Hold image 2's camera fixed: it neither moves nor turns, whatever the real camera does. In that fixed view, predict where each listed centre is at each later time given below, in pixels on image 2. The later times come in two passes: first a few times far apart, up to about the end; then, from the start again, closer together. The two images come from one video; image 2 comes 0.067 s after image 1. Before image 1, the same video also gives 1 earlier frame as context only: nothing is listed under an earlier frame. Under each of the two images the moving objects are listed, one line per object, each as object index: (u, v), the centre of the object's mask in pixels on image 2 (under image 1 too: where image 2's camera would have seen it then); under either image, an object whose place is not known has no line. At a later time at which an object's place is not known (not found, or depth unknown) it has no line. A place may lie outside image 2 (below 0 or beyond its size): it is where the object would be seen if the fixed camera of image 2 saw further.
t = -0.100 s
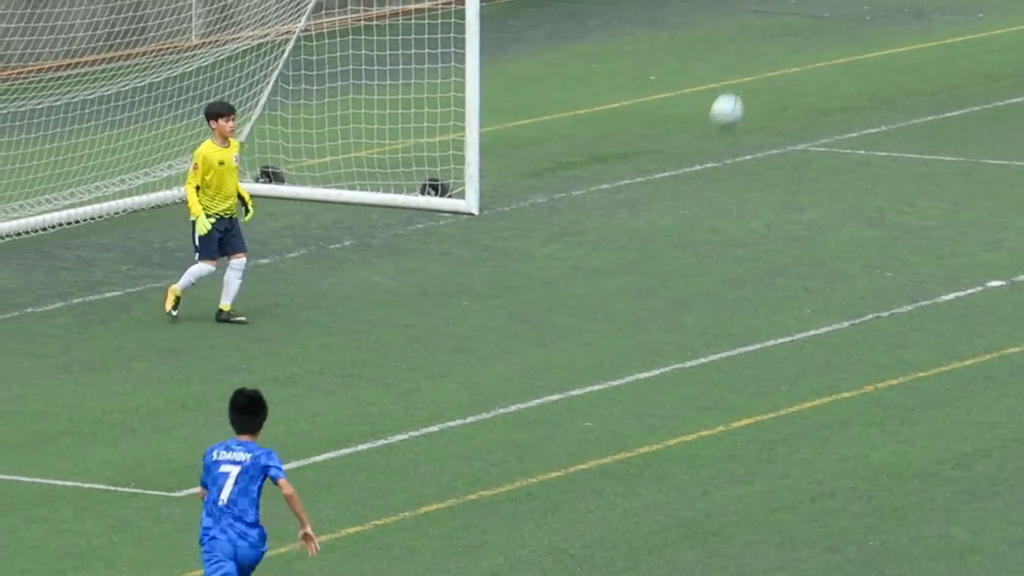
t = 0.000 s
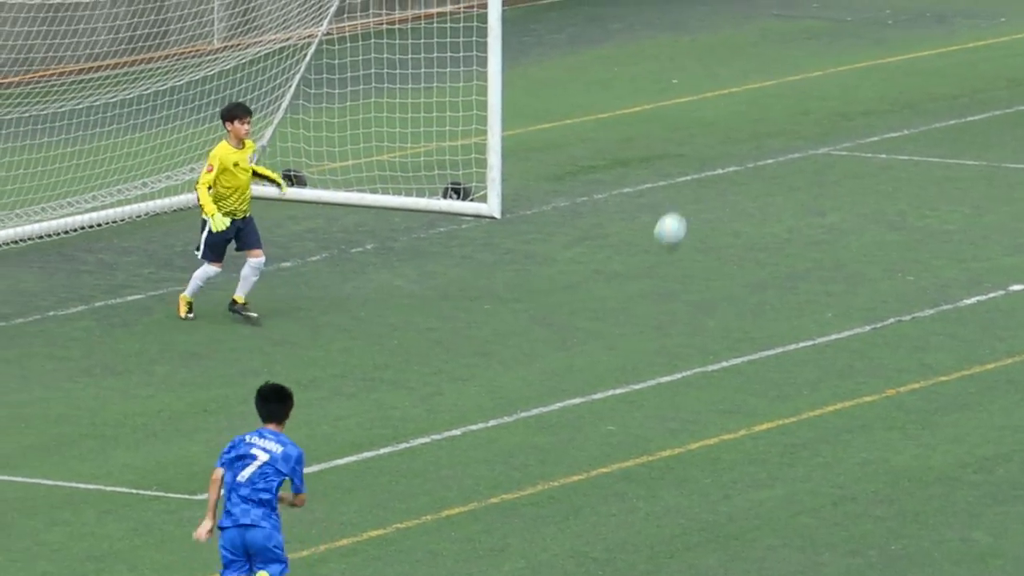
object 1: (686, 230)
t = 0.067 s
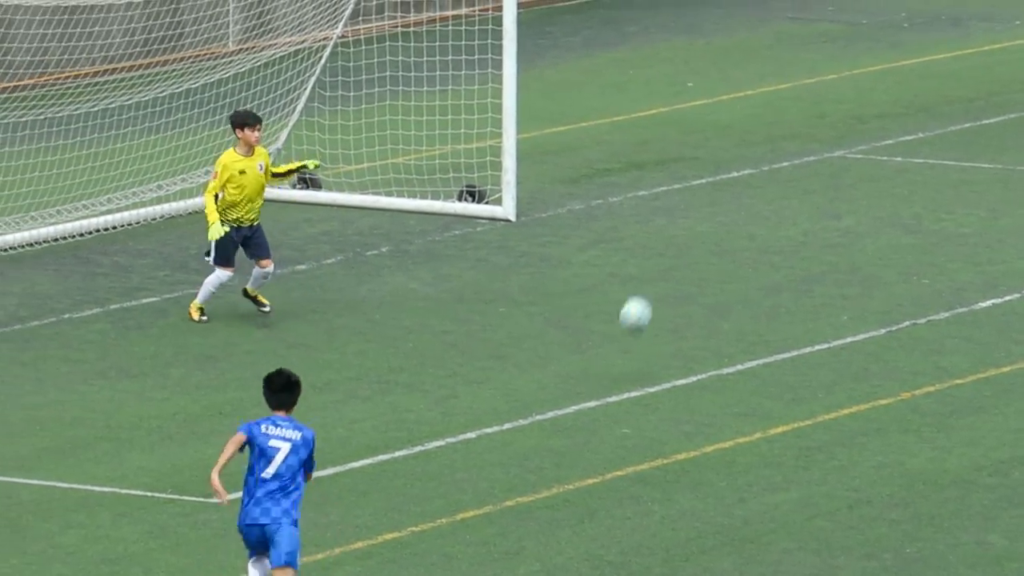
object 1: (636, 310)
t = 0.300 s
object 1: (609, 182)
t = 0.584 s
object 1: (617, 14)
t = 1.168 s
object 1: (633, 29)
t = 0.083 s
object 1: (624, 329)
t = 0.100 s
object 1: (612, 352)
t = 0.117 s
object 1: (605, 358)
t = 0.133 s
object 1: (605, 339)
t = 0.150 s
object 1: (605, 322)
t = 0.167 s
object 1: (606, 304)
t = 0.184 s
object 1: (606, 288)
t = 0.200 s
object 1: (606, 271)
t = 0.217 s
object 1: (607, 255)
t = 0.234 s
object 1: (607, 240)
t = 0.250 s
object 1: (607, 225)
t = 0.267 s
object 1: (607, 210)
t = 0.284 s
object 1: (608, 196)
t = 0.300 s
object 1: (609, 182)
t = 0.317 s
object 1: (609, 169)
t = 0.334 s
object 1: (610, 156)
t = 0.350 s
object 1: (610, 143)
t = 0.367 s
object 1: (610, 131)
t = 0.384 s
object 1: (611, 120)
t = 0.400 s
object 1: (611, 109)
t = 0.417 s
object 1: (612, 98)
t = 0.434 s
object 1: (612, 87)
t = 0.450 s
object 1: (613, 78)
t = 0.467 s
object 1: (613, 69)
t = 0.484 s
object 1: (614, 60)
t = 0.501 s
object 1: (614, 51)
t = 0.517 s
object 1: (614, 43)
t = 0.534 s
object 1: (615, 35)
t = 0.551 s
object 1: (616, 27)
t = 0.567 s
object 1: (616, 20)
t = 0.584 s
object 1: (617, 14)
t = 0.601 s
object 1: (617, 7)
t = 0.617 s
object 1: (617, 1)
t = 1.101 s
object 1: (630, 3)
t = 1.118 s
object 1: (631, 9)
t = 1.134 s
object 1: (632, 15)
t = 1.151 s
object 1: (632, 21)
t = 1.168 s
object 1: (633, 29)
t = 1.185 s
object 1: (633, 36)
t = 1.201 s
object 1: (634, 43)
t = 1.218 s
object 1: (634, 51)
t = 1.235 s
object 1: (635, 60)
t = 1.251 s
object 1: (636, 68)
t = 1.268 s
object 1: (636, 77)
